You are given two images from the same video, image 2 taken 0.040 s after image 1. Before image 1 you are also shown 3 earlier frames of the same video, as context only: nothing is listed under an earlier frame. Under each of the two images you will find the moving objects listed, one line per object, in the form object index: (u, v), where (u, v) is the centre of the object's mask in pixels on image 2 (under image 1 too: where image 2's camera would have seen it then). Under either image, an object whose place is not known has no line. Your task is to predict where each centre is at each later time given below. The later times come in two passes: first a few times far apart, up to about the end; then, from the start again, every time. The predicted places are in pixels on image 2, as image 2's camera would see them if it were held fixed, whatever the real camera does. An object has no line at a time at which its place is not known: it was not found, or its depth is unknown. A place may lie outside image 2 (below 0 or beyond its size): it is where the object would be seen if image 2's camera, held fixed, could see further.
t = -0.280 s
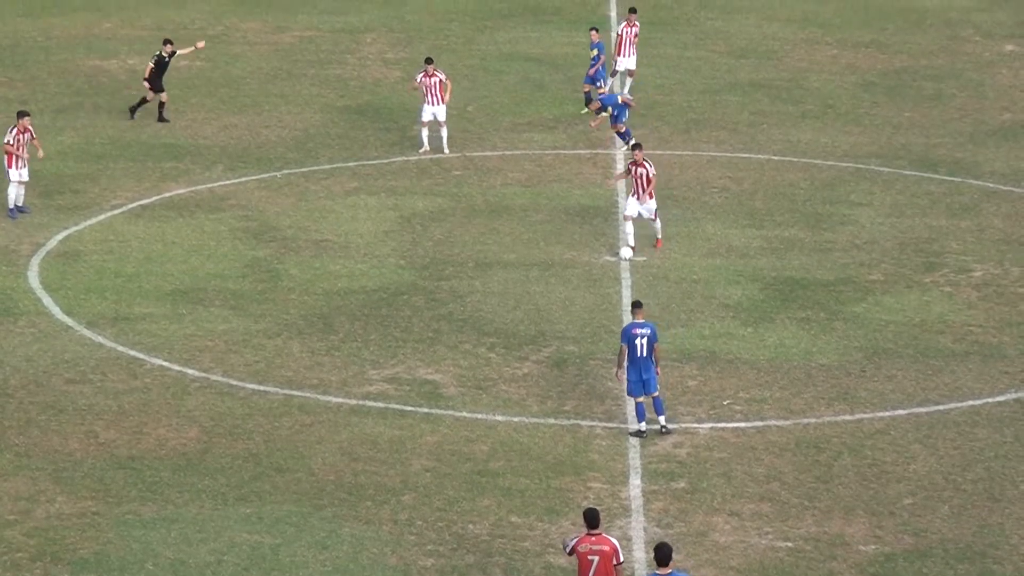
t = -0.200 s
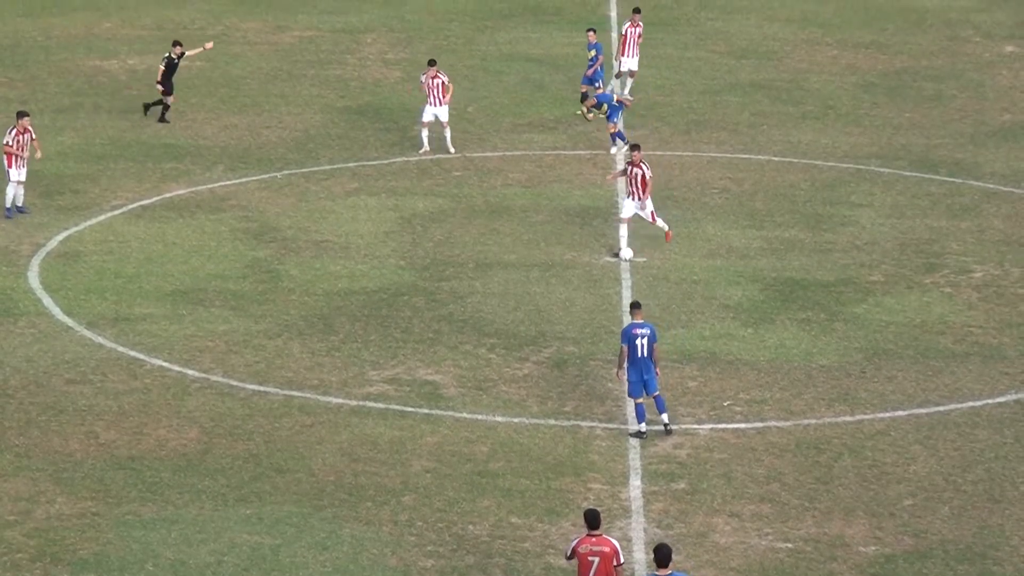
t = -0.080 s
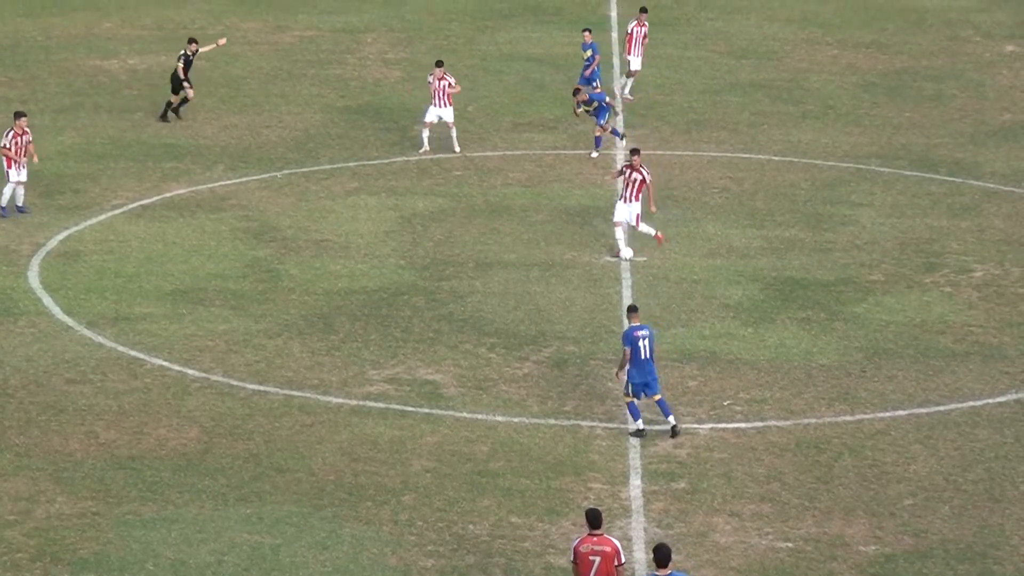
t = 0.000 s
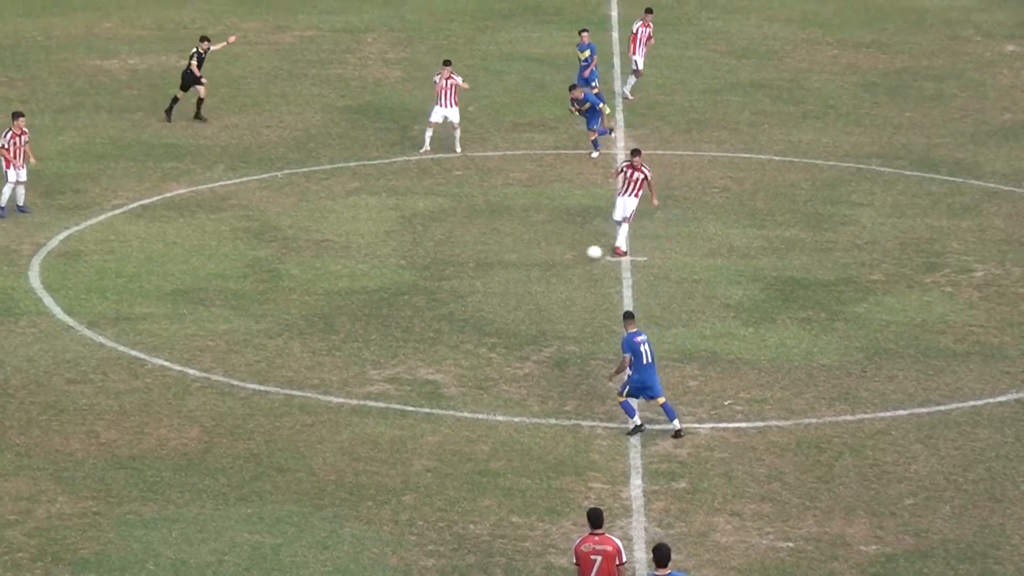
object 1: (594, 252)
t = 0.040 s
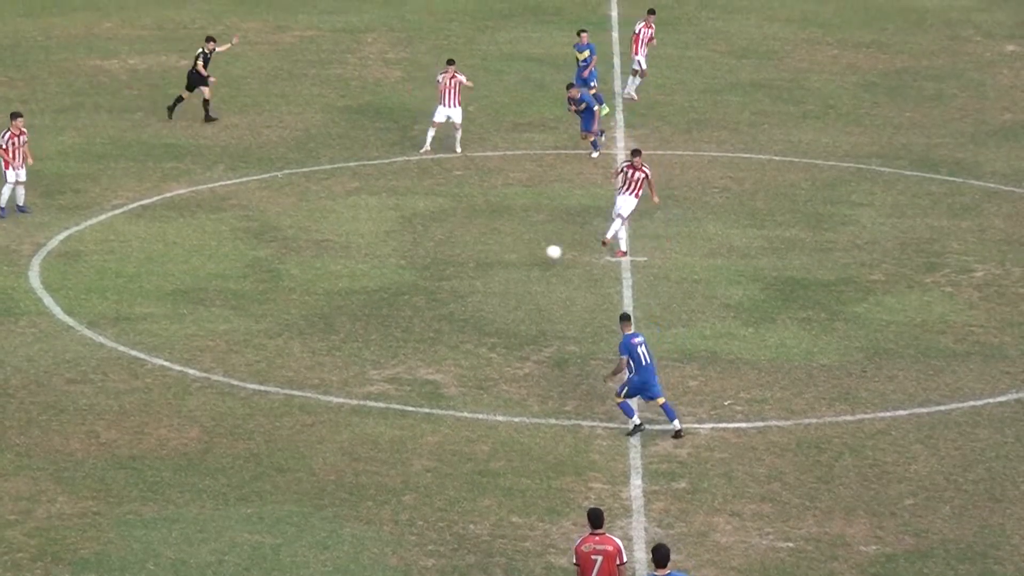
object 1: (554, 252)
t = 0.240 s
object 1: (344, 263)
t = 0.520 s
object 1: (33, 316)
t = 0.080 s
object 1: (512, 253)
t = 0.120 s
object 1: (470, 254)
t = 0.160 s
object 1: (428, 255)
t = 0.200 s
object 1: (387, 259)
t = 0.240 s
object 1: (344, 263)
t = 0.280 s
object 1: (301, 268)
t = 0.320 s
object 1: (257, 275)
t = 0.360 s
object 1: (212, 282)
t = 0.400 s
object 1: (168, 291)
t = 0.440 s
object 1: (122, 300)
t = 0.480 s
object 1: (76, 311)
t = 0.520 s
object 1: (33, 316)
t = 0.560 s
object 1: (-7, 315)
